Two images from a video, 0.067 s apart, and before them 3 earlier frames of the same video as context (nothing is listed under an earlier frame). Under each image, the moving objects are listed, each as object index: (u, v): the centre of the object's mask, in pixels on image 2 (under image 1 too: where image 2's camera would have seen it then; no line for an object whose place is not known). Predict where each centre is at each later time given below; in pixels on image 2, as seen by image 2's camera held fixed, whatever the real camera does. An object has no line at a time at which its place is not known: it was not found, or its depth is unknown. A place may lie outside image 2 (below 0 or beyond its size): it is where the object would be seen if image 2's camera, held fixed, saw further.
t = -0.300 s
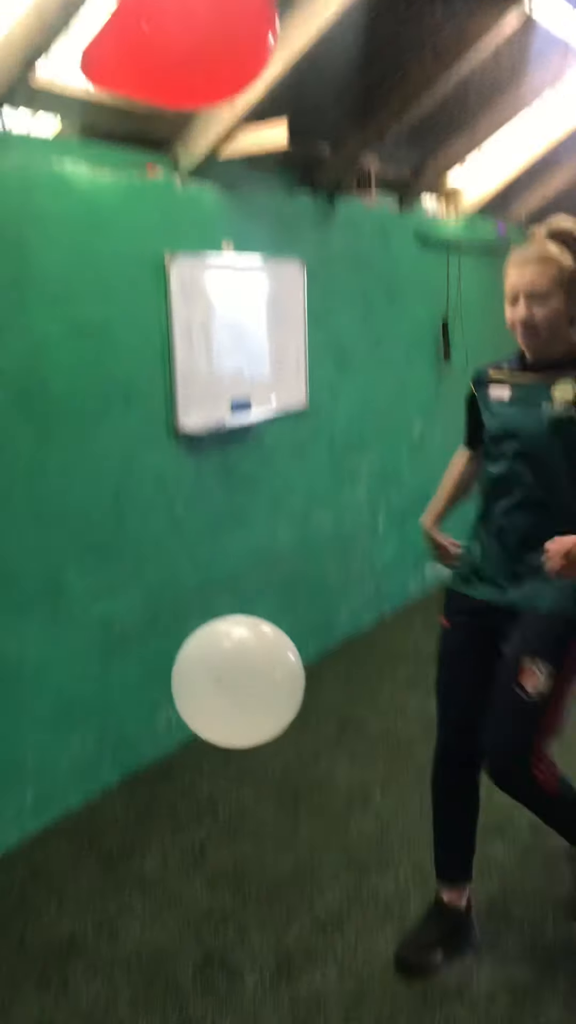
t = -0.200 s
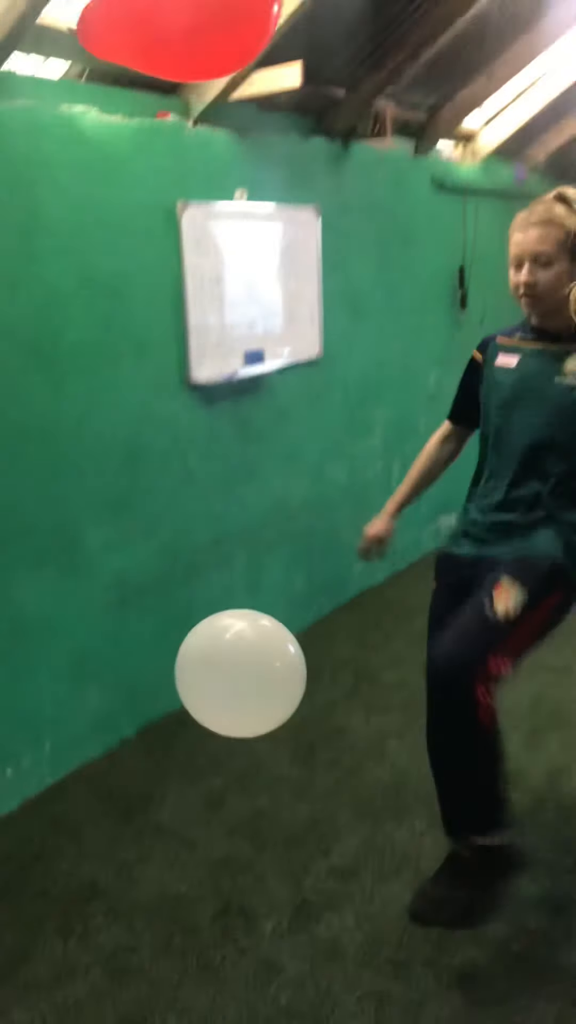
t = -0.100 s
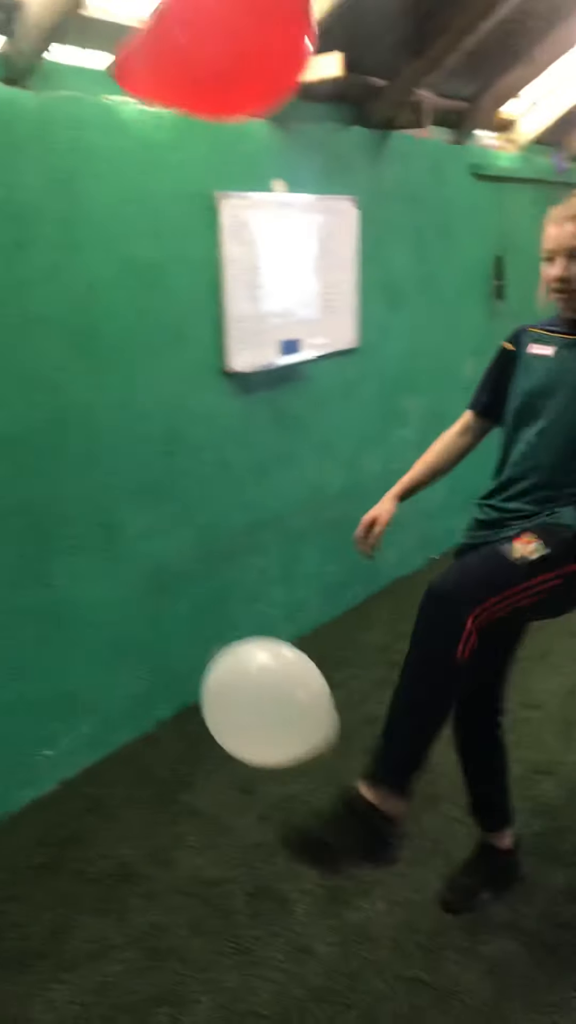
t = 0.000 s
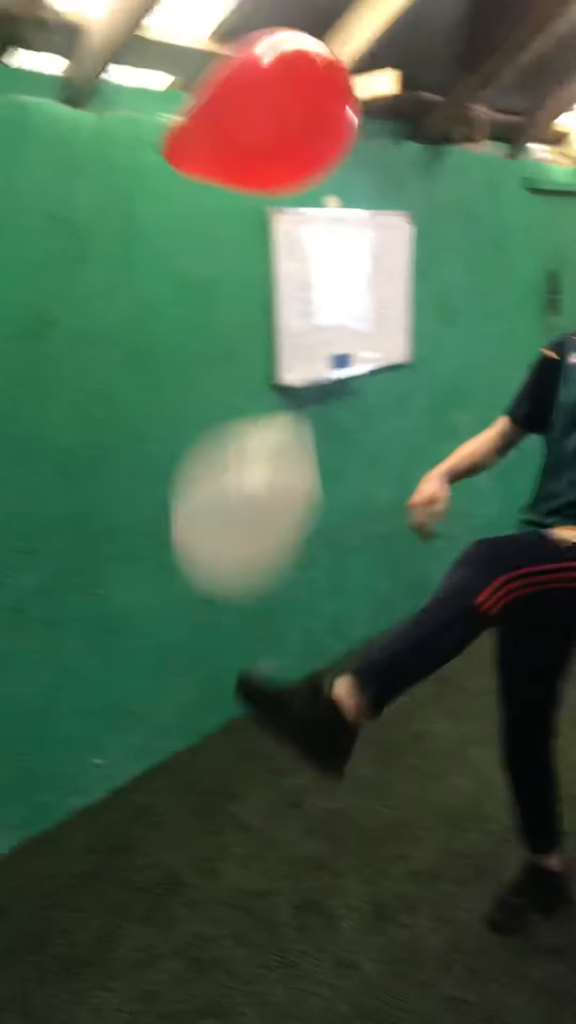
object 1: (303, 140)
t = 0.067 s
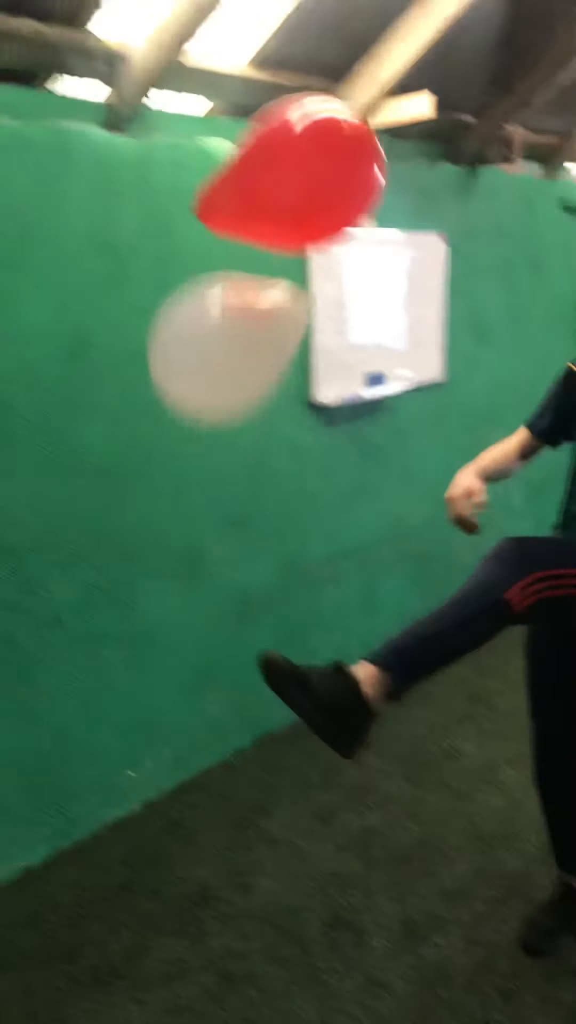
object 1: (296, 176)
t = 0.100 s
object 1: (296, 190)
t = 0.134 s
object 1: (304, 184)
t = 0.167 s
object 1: (313, 175)
